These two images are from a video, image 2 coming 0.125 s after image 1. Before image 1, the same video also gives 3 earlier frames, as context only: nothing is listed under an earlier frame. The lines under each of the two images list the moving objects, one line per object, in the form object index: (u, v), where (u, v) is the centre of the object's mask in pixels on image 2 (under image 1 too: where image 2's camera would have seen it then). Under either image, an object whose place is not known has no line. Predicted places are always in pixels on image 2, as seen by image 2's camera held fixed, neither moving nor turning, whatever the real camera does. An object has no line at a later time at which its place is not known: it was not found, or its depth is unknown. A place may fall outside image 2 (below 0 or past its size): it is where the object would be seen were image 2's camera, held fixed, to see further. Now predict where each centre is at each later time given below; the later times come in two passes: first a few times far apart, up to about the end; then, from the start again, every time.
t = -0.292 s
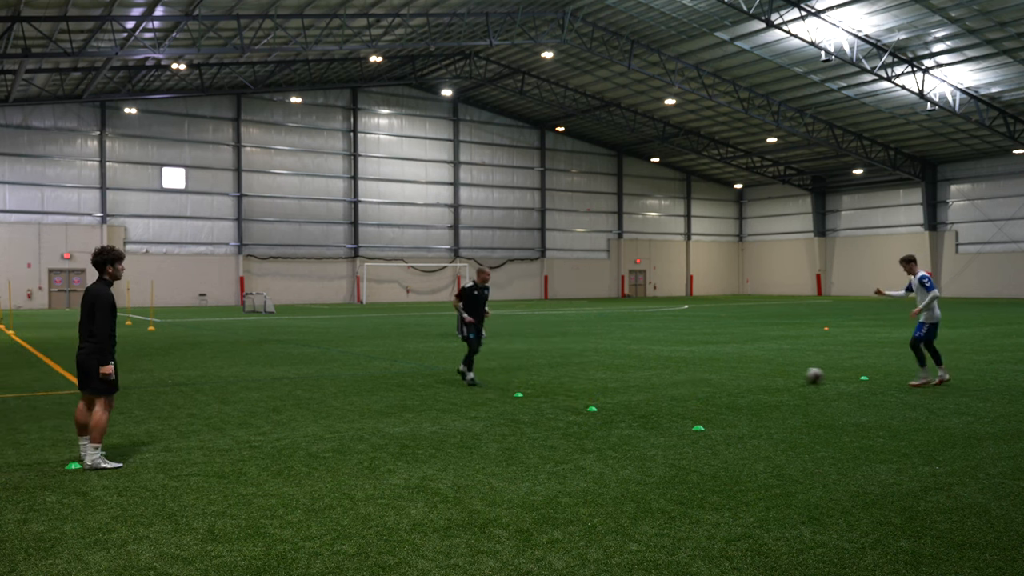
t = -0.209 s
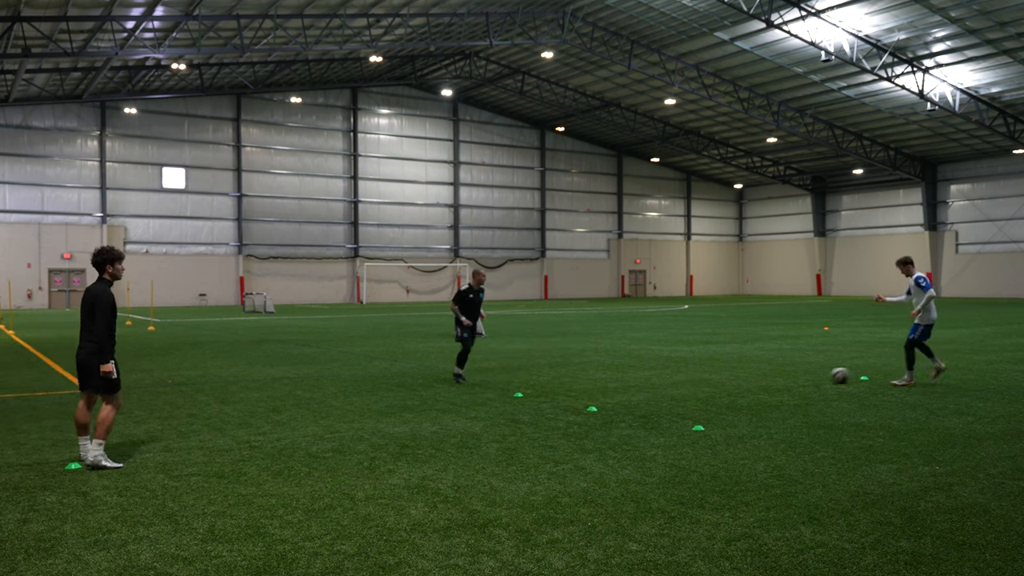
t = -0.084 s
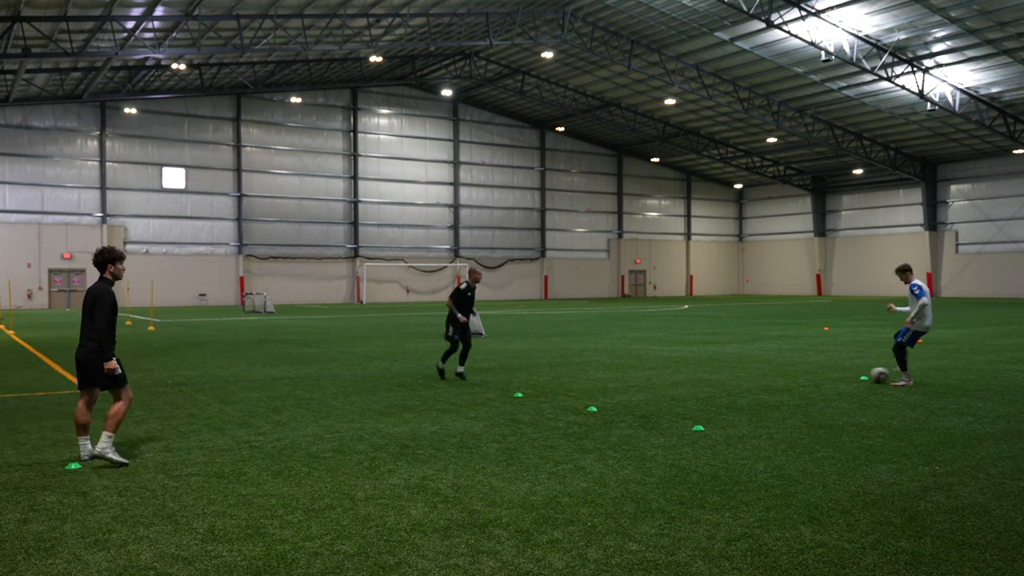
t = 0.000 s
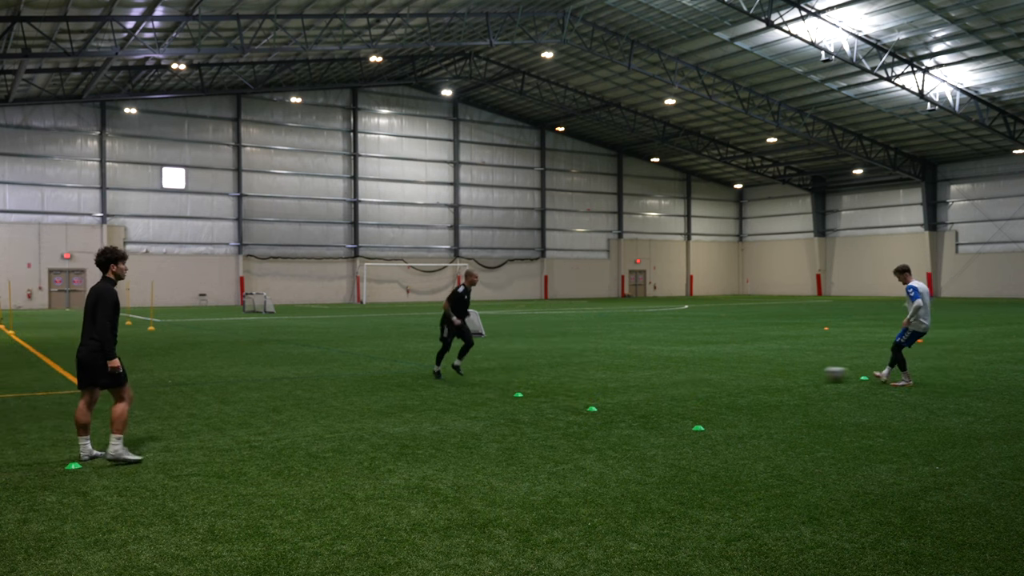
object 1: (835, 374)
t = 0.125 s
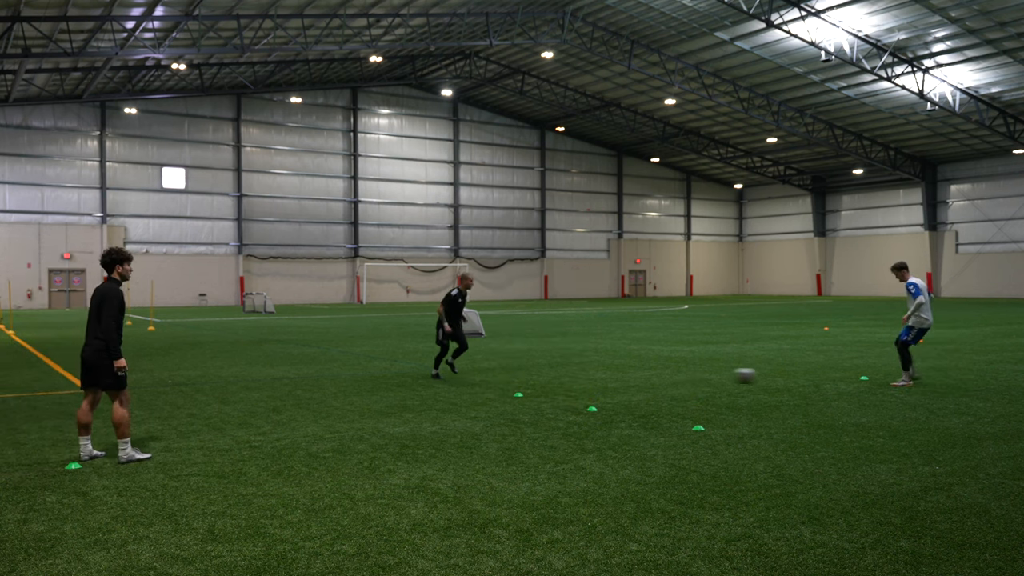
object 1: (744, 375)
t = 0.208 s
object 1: (691, 375)
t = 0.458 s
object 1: (552, 374)
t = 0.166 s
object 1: (717, 375)
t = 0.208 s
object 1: (691, 375)
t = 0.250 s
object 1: (665, 375)
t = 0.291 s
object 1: (640, 375)
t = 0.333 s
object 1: (617, 374)
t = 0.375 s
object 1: (593, 375)
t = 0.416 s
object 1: (572, 375)
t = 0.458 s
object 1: (552, 374)
